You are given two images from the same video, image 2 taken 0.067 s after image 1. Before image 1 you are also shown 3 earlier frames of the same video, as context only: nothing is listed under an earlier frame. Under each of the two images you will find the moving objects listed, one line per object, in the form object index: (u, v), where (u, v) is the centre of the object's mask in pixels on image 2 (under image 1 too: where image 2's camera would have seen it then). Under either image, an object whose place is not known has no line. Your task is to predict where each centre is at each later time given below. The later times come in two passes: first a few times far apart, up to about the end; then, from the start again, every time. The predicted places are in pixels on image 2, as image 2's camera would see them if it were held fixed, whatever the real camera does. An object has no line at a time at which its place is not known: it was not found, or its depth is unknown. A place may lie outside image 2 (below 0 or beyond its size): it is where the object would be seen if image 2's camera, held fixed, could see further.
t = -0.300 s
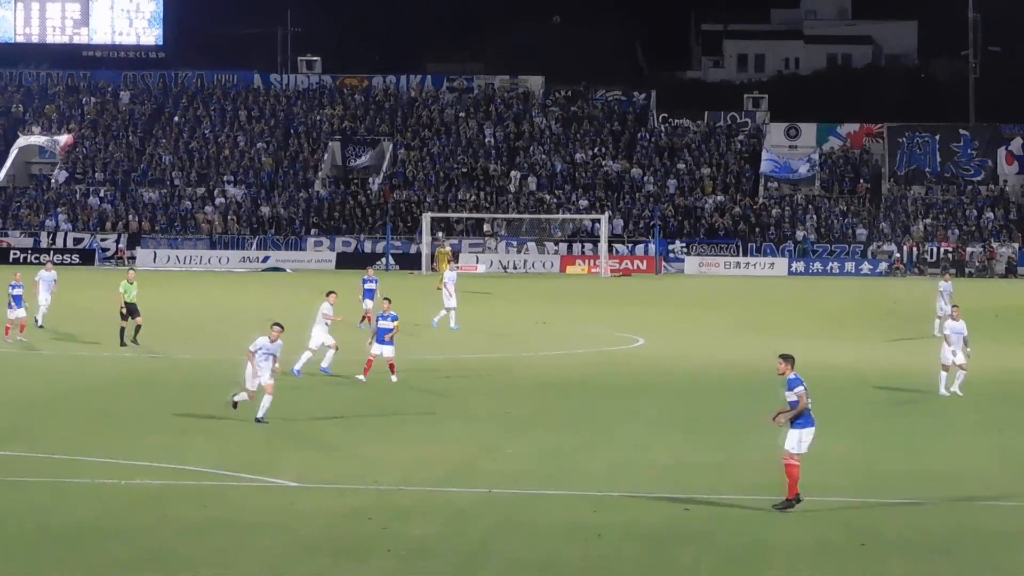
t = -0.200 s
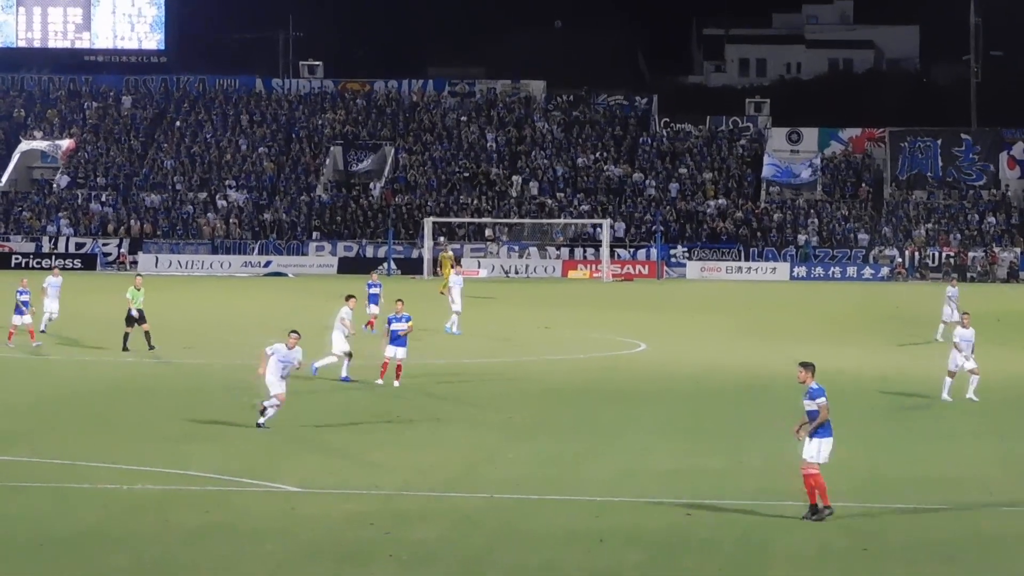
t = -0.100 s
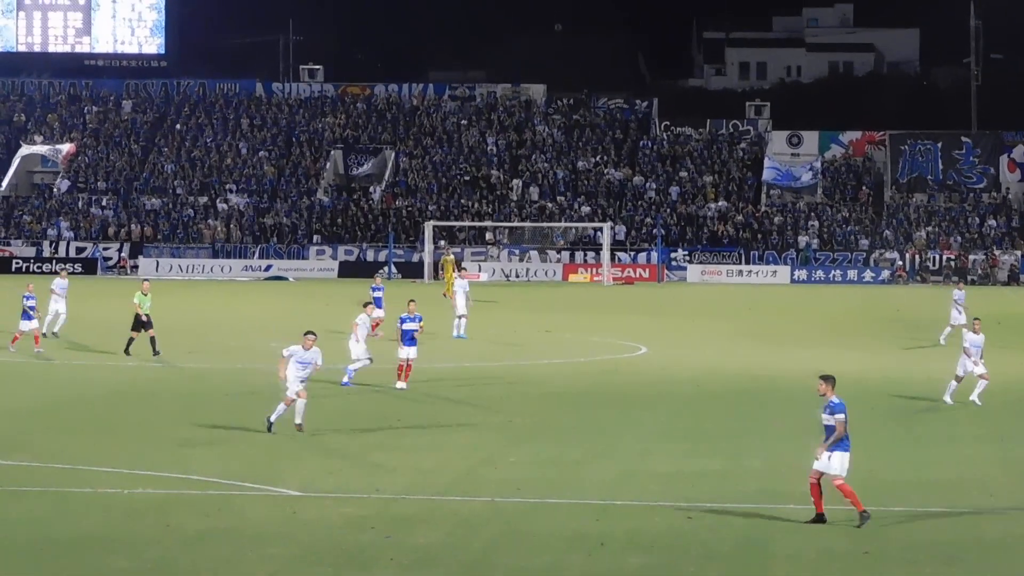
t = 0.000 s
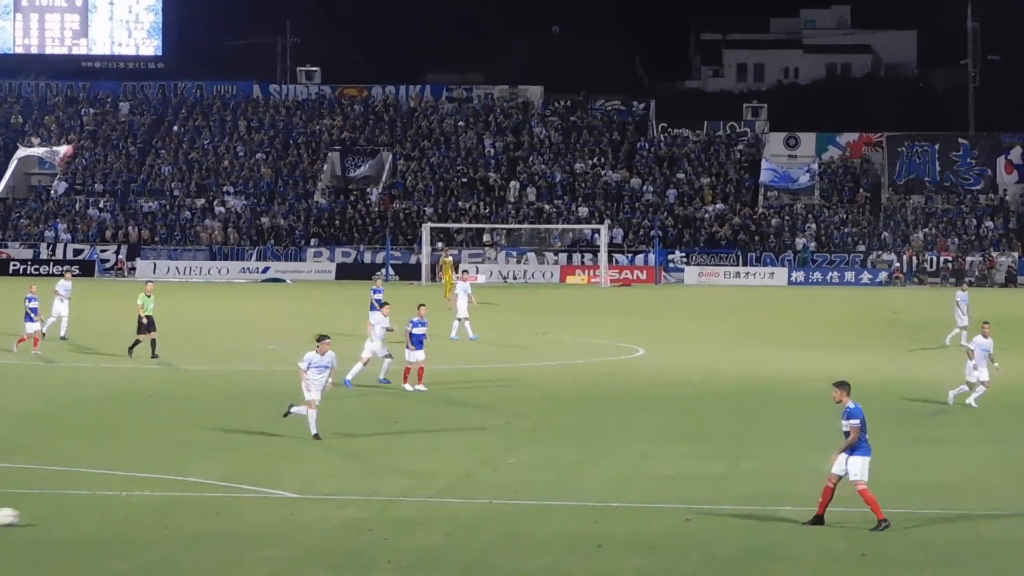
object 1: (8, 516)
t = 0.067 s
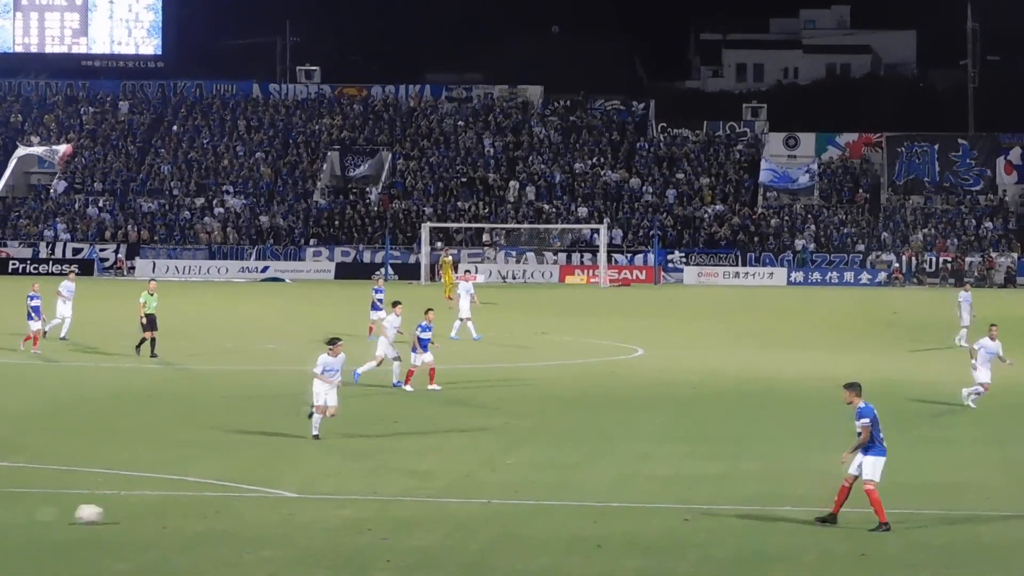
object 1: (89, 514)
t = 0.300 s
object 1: (358, 512)
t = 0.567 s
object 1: (617, 516)
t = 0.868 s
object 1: (851, 517)
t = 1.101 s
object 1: (1010, 516)
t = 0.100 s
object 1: (130, 514)
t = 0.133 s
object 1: (172, 516)
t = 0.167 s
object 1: (209, 515)
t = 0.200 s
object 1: (247, 512)
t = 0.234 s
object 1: (285, 511)
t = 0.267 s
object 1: (321, 511)
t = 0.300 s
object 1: (358, 512)
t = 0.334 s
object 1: (393, 514)
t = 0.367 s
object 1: (428, 515)
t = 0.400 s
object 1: (461, 512)
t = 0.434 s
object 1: (493, 513)
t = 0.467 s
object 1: (526, 513)
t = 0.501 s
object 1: (557, 515)
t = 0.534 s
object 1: (589, 517)
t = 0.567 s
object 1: (617, 516)
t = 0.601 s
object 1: (646, 515)
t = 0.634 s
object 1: (674, 514)
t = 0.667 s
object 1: (700, 514)
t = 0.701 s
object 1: (727, 515)
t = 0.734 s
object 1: (755, 516)
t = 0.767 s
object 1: (781, 517)
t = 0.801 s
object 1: (804, 516)
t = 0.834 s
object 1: (828, 516)
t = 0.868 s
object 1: (851, 517)
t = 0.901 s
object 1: (873, 517)
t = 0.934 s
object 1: (895, 517)
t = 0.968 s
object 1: (917, 517)
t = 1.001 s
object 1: (940, 517)
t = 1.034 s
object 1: (963, 518)
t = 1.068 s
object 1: (986, 517)
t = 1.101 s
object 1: (1010, 516)
